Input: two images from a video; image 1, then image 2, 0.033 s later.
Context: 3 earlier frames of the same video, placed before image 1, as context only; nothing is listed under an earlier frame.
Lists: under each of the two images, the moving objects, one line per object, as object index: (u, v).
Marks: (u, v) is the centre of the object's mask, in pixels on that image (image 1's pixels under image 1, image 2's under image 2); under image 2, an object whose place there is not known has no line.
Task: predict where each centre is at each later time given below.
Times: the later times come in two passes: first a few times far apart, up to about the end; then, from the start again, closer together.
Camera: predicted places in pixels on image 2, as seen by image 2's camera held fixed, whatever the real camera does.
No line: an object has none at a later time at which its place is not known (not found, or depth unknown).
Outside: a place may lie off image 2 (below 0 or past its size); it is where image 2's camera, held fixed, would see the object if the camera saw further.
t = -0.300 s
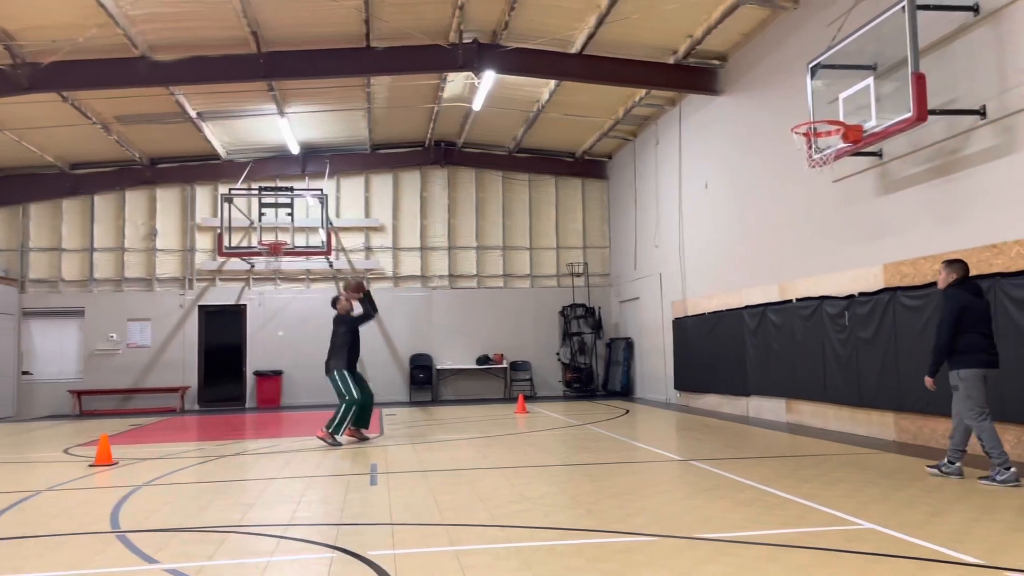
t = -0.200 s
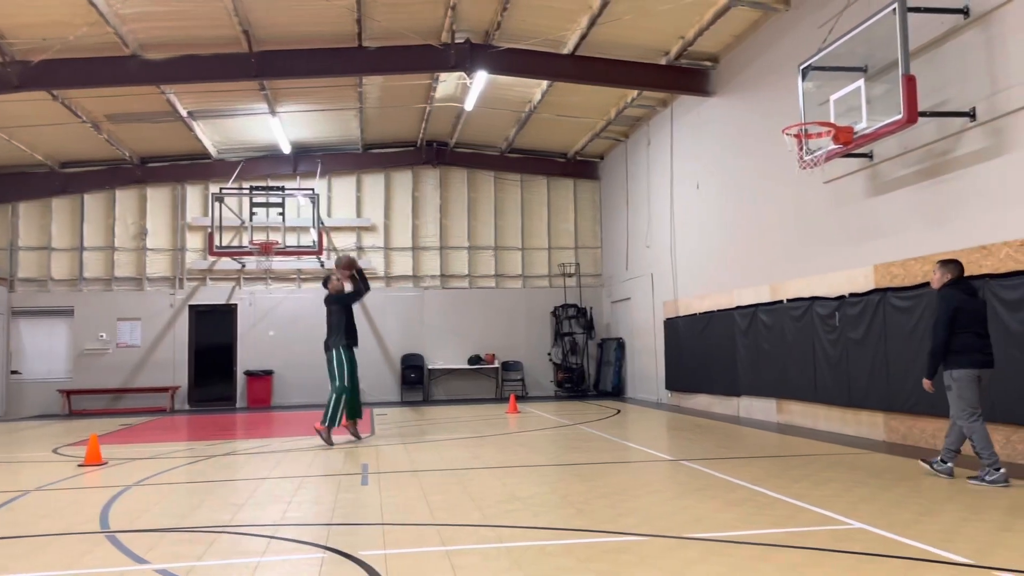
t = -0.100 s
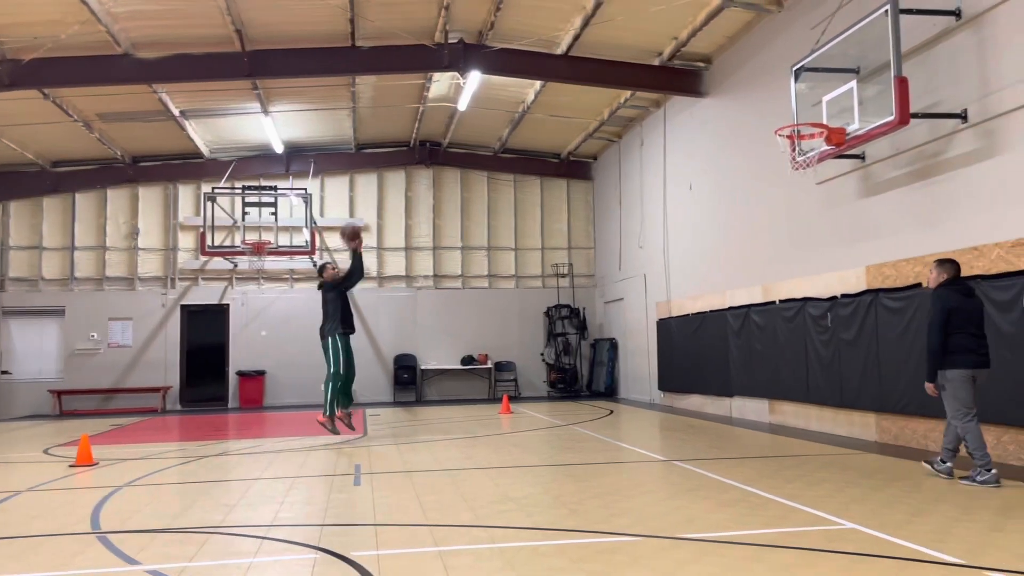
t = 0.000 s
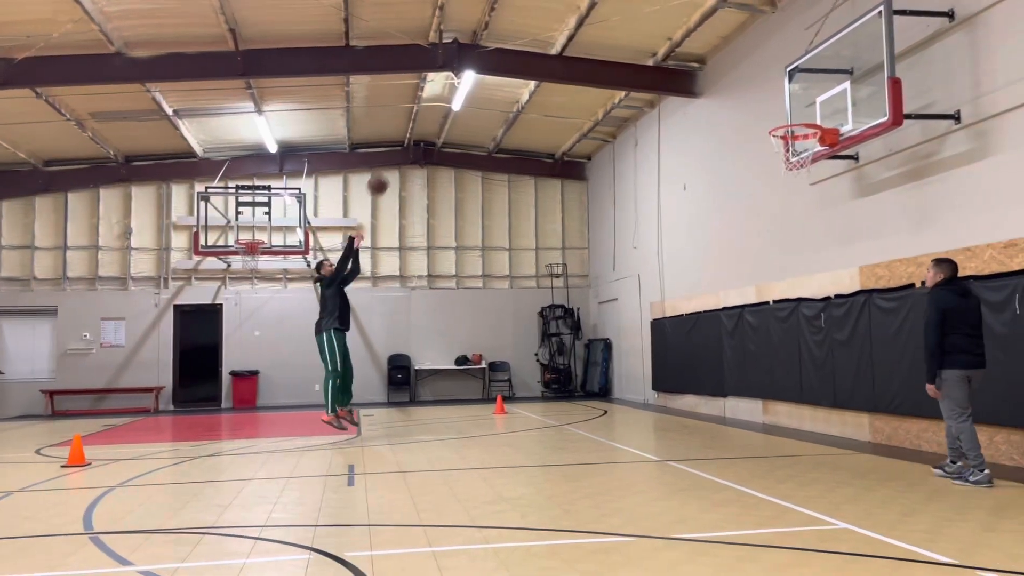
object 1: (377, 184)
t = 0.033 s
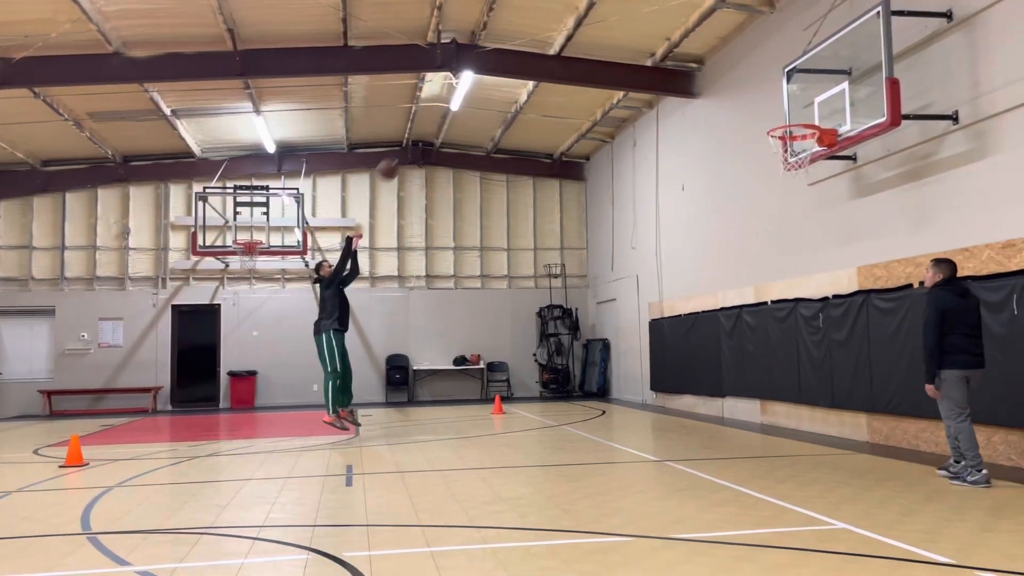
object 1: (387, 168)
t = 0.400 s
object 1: (522, 62)
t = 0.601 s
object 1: (605, 47)
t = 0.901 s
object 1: (738, 99)
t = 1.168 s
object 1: (827, 107)
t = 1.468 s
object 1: (801, 95)
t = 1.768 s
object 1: (771, 179)
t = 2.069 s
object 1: (742, 371)
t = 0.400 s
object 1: (522, 62)
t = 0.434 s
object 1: (537, 56)
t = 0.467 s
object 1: (550, 53)
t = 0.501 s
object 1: (564, 50)
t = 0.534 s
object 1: (578, 48)
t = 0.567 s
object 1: (591, 47)
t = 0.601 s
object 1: (605, 47)
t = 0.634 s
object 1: (619, 49)
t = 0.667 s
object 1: (633, 51)
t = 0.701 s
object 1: (648, 55)
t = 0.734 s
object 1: (661, 60)
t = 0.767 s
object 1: (676, 66)
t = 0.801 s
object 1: (692, 71)
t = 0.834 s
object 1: (708, 79)
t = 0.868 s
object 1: (722, 88)
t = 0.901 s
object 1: (738, 99)
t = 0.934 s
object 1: (754, 110)
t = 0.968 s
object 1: (769, 120)
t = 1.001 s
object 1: (781, 118)
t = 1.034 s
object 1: (791, 116)
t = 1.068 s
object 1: (801, 115)
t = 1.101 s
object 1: (812, 115)
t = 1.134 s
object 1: (820, 113)
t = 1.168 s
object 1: (827, 107)
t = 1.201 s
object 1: (829, 101)
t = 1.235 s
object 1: (826, 97)
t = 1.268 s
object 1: (822, 93)
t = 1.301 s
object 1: (818, 90)
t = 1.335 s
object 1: (815, 89)
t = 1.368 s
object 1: (812, 89)
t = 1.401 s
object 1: (808, 90)
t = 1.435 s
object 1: (804, 92)
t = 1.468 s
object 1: (801, 95)
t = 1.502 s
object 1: (798, 99)
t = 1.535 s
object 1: (795, 105)
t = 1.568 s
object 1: (791, 111)
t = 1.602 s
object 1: (788, 120)
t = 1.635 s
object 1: (785, 129)
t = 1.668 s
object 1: (781, 139)
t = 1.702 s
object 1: (777, 152)
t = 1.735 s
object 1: (774, 164)
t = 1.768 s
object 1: (771, 179)
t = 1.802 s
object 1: (768, 194)
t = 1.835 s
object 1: (765, 211)
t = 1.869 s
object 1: (761, 229)
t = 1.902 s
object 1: (759, 248)
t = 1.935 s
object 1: (755, 269)
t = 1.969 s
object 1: (753, 291)
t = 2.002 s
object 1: (748, 319)
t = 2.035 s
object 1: (746, 344)
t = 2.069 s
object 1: (742, 371)
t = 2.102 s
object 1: (740, 396)
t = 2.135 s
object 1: (740, 430)
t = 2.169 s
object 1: (738, 456)
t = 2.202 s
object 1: (737, 434)
